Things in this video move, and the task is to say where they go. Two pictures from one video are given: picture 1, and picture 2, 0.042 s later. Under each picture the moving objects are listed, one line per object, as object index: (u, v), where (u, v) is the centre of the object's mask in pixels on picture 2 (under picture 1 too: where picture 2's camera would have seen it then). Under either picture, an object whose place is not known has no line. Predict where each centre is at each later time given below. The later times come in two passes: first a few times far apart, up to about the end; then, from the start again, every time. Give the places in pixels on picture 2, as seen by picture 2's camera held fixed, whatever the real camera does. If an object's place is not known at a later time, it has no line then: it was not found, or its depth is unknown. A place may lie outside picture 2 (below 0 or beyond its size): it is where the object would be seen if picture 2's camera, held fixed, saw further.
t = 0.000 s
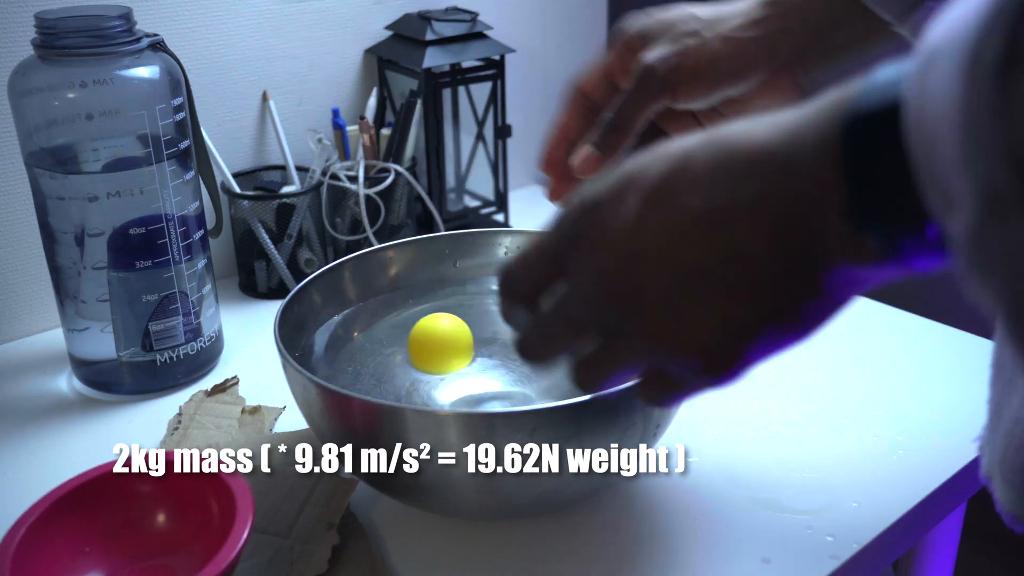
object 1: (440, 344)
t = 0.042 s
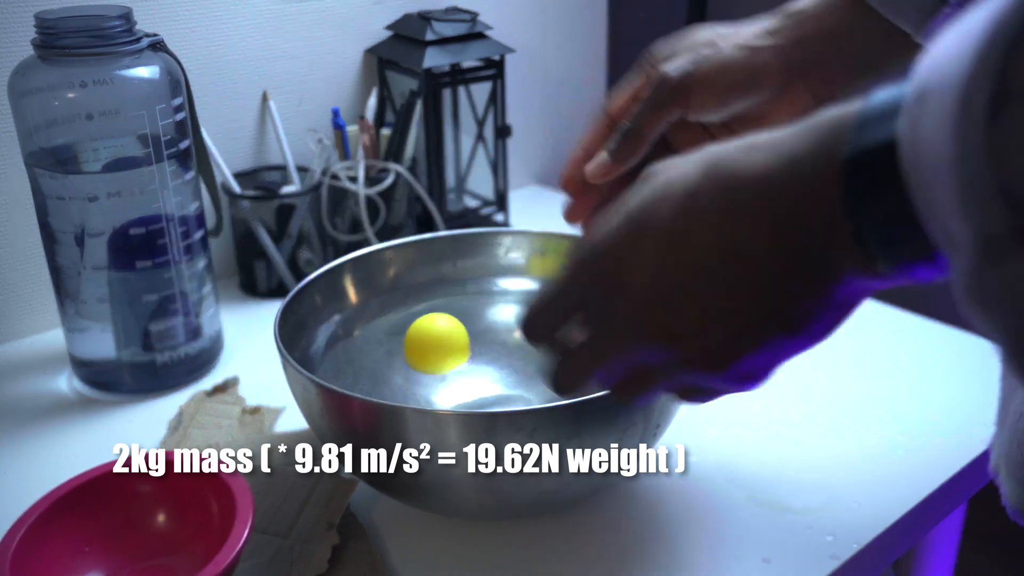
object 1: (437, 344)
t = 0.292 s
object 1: (413, 349)
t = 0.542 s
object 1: (394, 353)
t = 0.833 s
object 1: (375, 360)
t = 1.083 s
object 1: (363, 361)
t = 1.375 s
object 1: (354, 364)
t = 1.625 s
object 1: (345, 364)
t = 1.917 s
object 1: (338, 365)
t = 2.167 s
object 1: (333, 365)
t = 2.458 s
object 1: (331, 366)
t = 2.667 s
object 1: (332, 367)
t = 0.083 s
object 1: (432, 345)
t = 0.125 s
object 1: (429, 347)
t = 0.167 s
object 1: (425, 347)
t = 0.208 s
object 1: (421, 347)
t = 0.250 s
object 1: (417, 348)
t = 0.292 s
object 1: (413, 349)
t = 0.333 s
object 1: (409, 352)
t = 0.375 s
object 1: (404, 353)
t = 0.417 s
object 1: (401, 353)
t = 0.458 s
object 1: (398, 352)
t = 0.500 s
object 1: (396, 352)
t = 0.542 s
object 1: (394, 353)
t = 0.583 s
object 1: (391, 356)
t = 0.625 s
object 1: (389, 356)
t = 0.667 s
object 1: (386, 357)
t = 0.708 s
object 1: (383, 357)
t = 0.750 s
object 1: (381, 358)
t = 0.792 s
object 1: (378, 358)
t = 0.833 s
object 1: (375, 360)
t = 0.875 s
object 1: (373, 360)
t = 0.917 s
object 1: (372, 361)
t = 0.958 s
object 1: (370, 360)
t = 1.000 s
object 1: (368, 360)
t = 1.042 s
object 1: (366, 361)
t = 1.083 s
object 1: (363, 361)
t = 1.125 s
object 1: (360, 362)
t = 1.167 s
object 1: (358, 363)
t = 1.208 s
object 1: (357, 363)
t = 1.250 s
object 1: (357, 363)
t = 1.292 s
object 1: (357, 363)
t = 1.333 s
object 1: (356, 364)
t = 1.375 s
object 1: (354, 364)
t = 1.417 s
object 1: (351, 364)
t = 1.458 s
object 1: (349, 365)
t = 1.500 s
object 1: (347, 364)
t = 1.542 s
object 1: (346, 364)
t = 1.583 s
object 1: (345, 363)
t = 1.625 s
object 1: (345, 364)
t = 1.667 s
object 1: (344, 365)
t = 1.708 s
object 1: (343, 365)
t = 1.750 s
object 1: (342, 364)
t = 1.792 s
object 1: (341, 364)
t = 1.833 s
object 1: (339, 364)
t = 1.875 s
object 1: (338, 365)
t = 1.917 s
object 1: (338, 365)
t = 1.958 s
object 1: (337, 365)
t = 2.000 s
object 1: (337, 365)
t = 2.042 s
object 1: (337, 366)
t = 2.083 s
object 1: (336, 366)
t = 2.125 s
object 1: (335, 366)
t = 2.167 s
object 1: (333, 365)
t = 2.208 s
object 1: (332, 365)
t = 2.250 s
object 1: (331, 364)
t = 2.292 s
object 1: (330, 364)
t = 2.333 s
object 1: (331, 365)
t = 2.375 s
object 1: (331, 365)
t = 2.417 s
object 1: (331, 365)
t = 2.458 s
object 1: (331, 366)
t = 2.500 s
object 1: (332, 366)
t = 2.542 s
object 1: (332, 367)
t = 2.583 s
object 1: (332, 367)
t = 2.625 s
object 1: (332, 367)
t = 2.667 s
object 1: (332, 367)
